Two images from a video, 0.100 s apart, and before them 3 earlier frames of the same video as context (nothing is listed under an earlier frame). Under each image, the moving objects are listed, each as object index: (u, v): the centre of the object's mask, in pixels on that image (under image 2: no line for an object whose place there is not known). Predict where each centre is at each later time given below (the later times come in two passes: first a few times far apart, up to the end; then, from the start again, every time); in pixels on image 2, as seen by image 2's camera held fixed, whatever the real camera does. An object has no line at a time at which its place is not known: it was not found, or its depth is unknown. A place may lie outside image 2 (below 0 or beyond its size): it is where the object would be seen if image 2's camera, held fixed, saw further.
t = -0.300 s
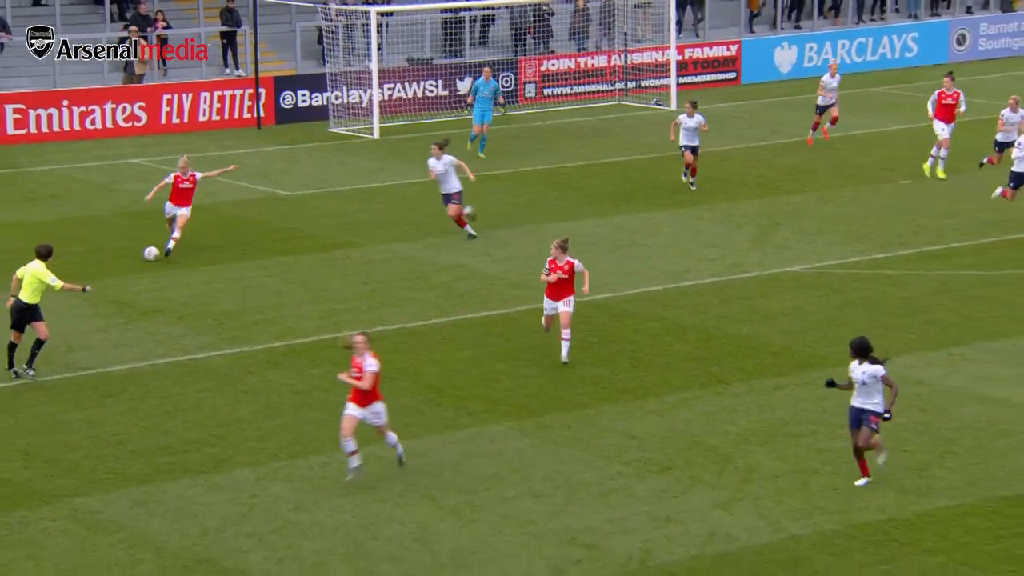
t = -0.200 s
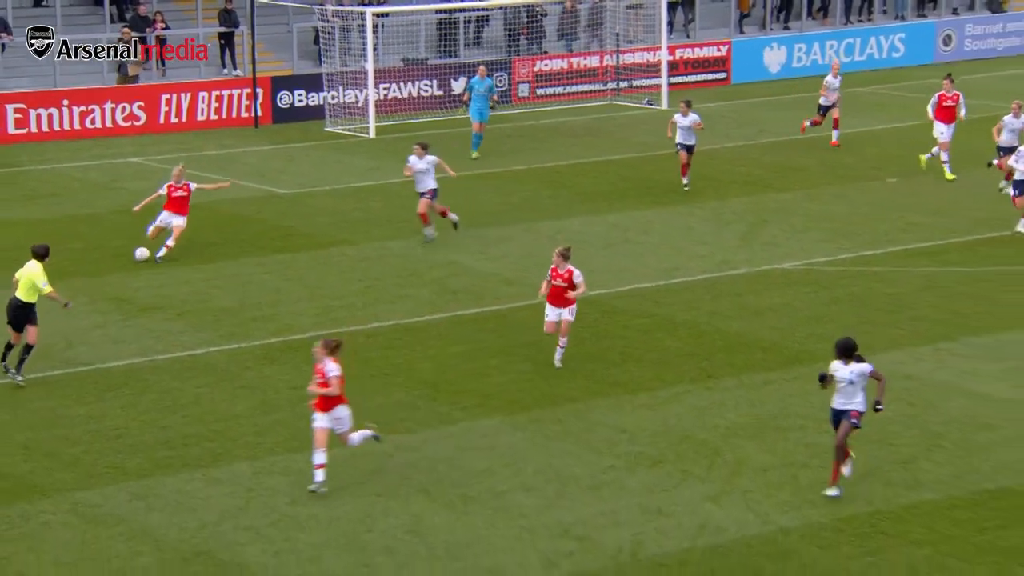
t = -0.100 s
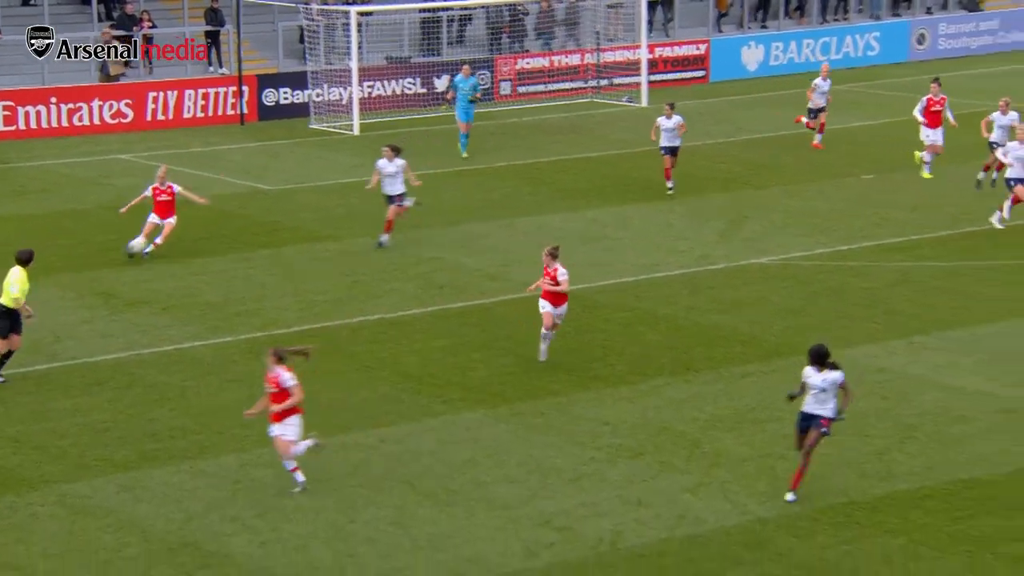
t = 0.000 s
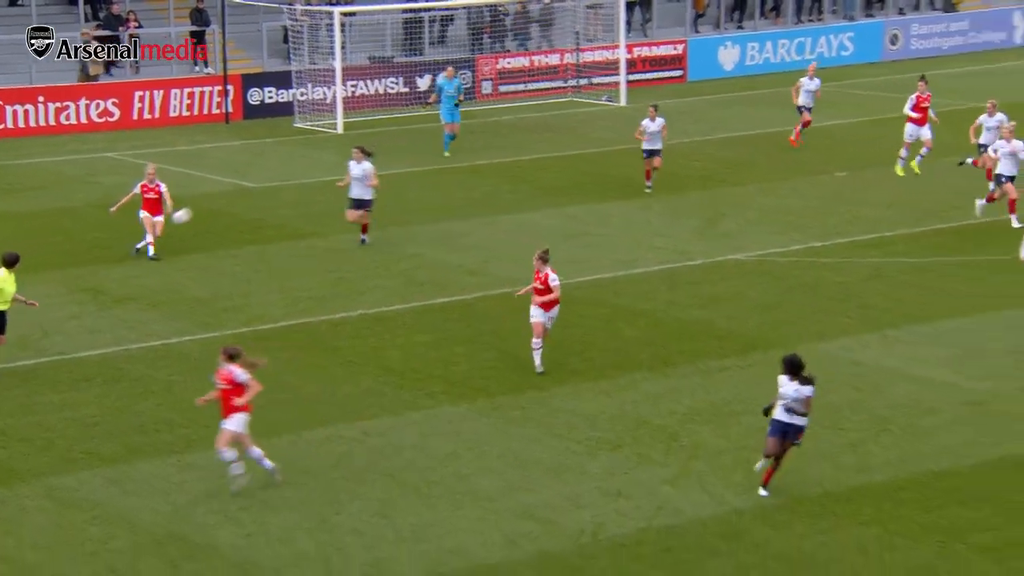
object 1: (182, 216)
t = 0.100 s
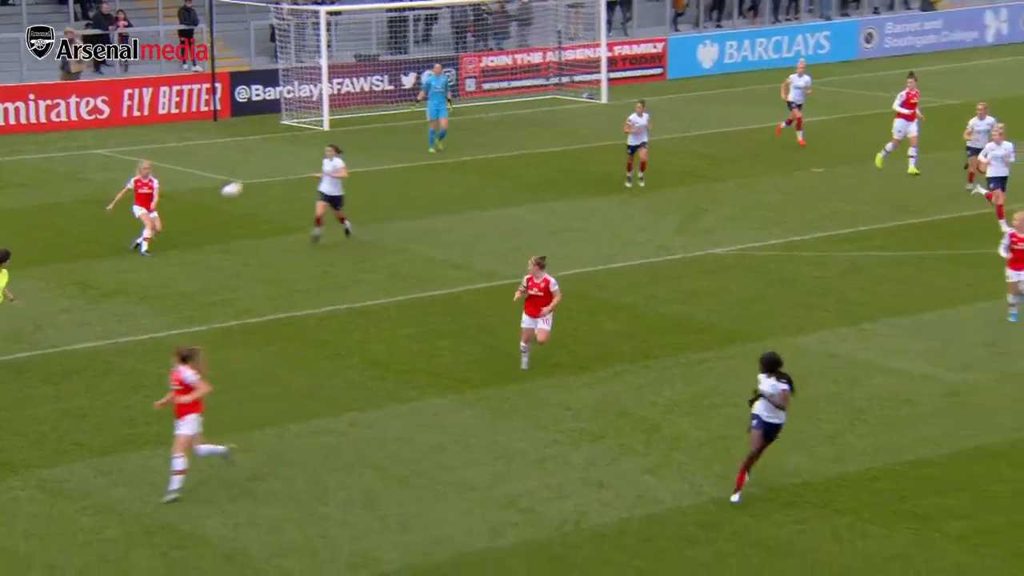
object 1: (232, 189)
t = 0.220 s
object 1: (311, 167)
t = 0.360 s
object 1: (409, 150)
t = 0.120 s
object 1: (244, 185)
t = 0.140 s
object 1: (257, 181)
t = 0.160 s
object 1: (269, 177)
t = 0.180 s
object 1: (283, 173)
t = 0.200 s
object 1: (296, 170)
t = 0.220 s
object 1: (311, 167)
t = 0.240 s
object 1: (326, 164)
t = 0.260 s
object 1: (338, 161)
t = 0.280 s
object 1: (353, 159)
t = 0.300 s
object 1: (366, 155)
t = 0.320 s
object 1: (381, 154)
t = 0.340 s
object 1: (395, 151)
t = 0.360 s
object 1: (409, 150)
